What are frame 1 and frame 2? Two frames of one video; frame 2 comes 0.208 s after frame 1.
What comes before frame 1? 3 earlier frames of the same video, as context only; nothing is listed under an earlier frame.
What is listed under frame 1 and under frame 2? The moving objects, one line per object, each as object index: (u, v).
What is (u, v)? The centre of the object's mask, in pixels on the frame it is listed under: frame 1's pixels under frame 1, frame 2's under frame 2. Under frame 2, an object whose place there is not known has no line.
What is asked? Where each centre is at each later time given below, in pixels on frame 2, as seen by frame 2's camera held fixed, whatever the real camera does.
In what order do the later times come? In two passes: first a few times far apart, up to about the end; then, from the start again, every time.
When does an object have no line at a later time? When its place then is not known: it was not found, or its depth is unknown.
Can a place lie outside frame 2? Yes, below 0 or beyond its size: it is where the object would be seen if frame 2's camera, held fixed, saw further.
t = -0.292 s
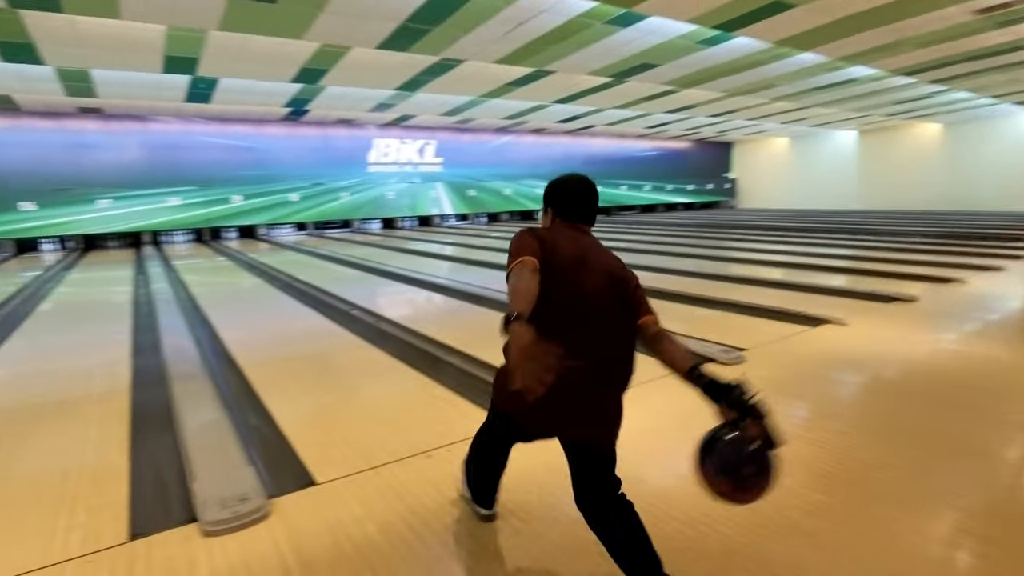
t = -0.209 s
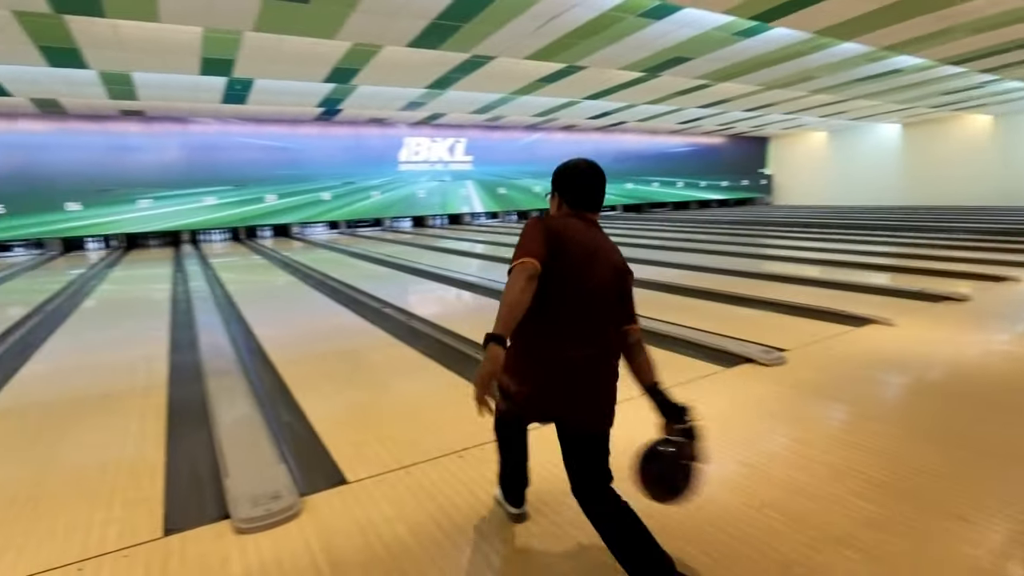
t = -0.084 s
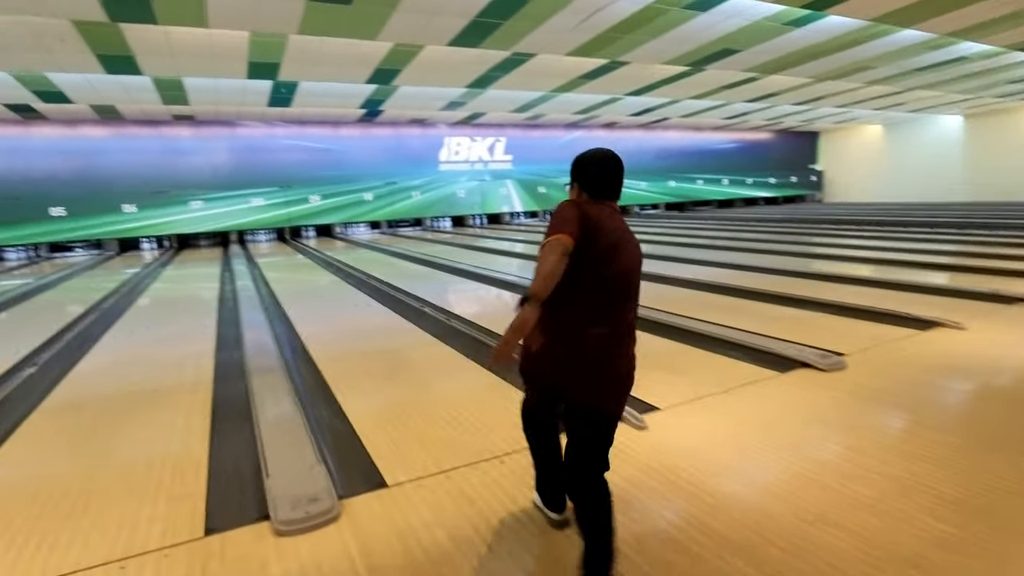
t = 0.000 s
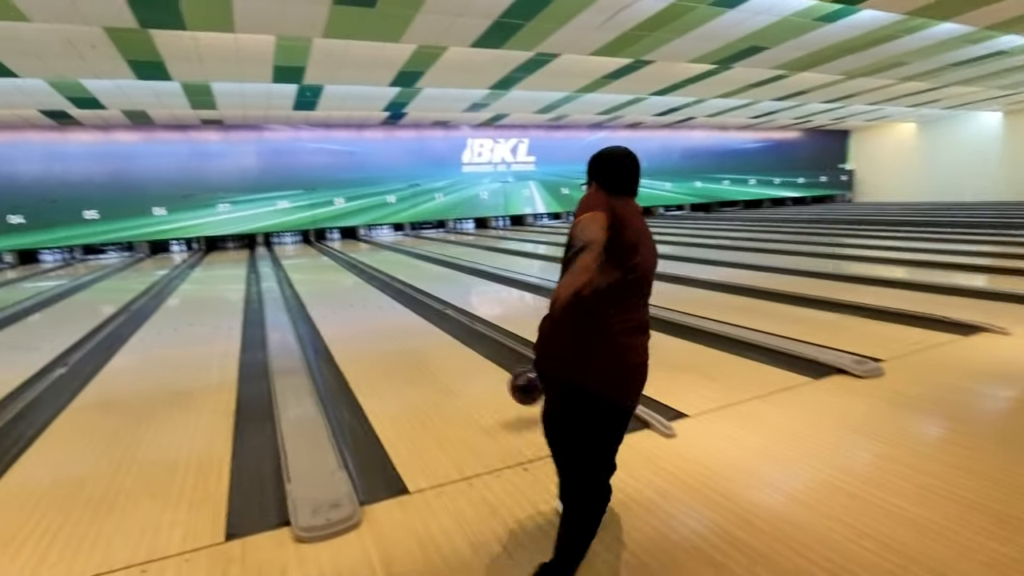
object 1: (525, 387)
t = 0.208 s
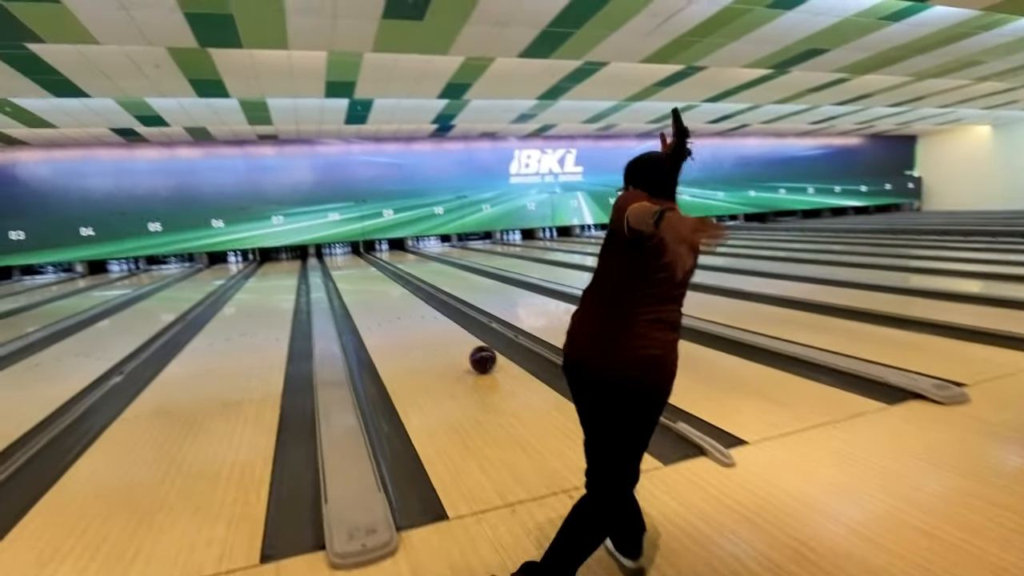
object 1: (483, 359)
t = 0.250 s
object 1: (471, 351)
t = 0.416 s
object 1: (437, 325)
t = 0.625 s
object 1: (409, 305)
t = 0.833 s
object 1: (390, 292)
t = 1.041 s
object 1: (376, 282)
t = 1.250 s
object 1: (365, 275)
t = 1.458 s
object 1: (355, 270)
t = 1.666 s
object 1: (347, 266)
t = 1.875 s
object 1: (340, 262)
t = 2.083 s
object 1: (334, 259)
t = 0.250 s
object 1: (471, 351)
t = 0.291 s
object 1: (461, 343)
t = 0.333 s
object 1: (452, 336)
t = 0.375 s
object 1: (444, 330)
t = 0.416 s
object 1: (437, 325)
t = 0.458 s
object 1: (430, 320)
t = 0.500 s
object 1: (424, 316)
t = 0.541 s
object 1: (418, 312)
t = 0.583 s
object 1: (413, 308)
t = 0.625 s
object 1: (409, 305)
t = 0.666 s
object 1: (404, 302)
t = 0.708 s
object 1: (400, 299)
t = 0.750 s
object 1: (396, 296)
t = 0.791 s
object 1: (393, 294)
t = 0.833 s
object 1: (390, 292)
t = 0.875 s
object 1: (387, 289)
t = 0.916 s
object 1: (384, 287)
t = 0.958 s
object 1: (381, 286)
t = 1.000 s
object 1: (378, 284)
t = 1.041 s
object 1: (376, 282)
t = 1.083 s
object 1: (373, 281)
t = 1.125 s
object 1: (371, 279)
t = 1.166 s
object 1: (369, 278)
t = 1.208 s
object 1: (367, 277)
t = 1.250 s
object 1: (365, 275)
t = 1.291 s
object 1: (363, 274)
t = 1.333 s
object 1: (361, 273)
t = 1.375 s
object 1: (359, 272)
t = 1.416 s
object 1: (357, 271)
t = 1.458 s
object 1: (355, 270)
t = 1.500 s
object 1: (353, 269)
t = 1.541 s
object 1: (352, 268)
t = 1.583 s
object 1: (350, 267)
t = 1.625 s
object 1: (349, 266)
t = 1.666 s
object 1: (347, 266)
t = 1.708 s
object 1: (346, 265)
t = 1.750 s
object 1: (344, 264)
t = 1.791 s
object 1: (343, 264)
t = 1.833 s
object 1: (342, 263)
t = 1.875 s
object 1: (340, 262)
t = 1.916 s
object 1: (339, 262)
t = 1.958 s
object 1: (337, 261)
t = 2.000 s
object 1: (336, 260)
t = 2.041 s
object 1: (335, 260)
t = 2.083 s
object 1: (334, 259)
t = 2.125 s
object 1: (333, 259)
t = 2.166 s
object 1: (332, 258)
